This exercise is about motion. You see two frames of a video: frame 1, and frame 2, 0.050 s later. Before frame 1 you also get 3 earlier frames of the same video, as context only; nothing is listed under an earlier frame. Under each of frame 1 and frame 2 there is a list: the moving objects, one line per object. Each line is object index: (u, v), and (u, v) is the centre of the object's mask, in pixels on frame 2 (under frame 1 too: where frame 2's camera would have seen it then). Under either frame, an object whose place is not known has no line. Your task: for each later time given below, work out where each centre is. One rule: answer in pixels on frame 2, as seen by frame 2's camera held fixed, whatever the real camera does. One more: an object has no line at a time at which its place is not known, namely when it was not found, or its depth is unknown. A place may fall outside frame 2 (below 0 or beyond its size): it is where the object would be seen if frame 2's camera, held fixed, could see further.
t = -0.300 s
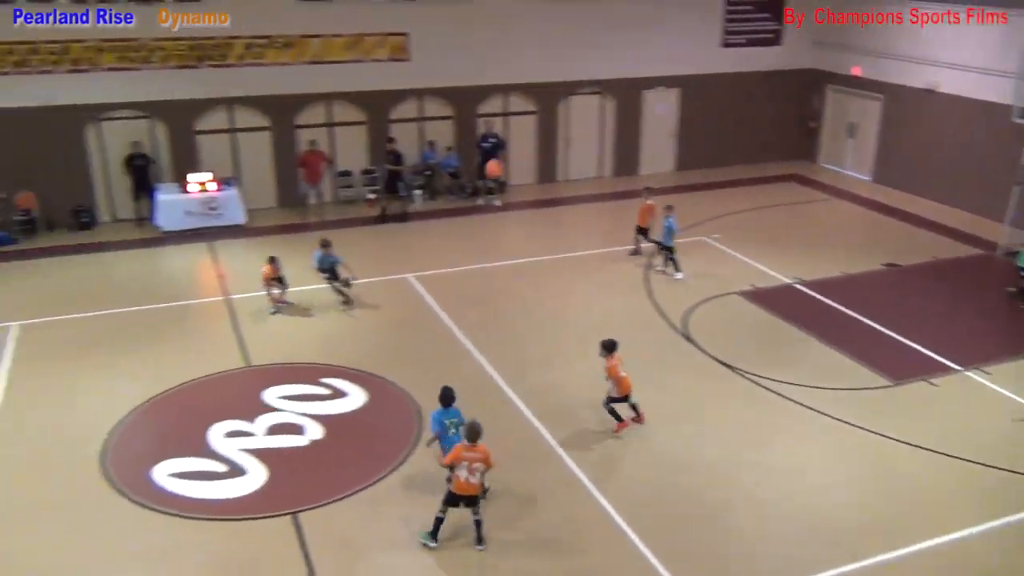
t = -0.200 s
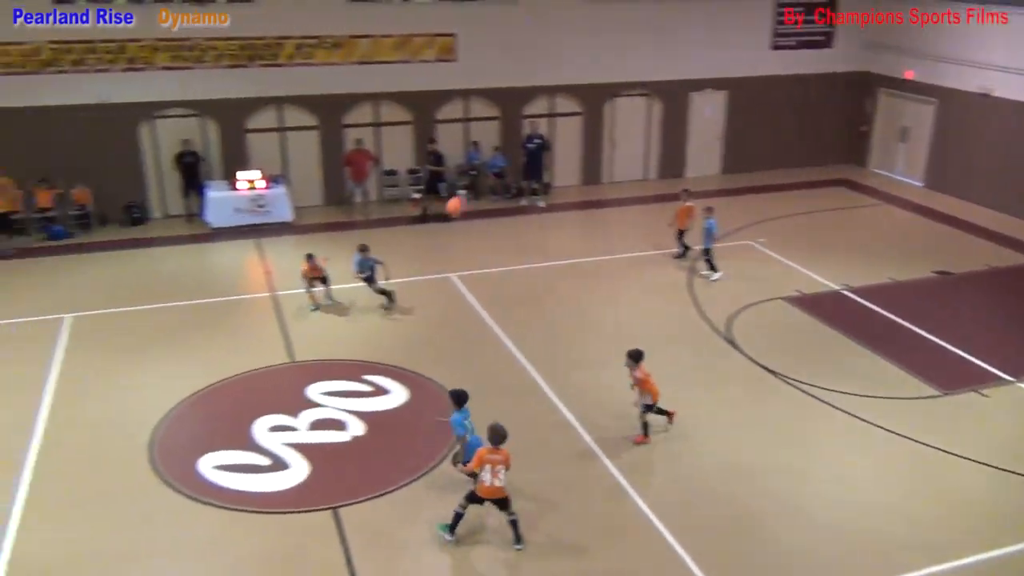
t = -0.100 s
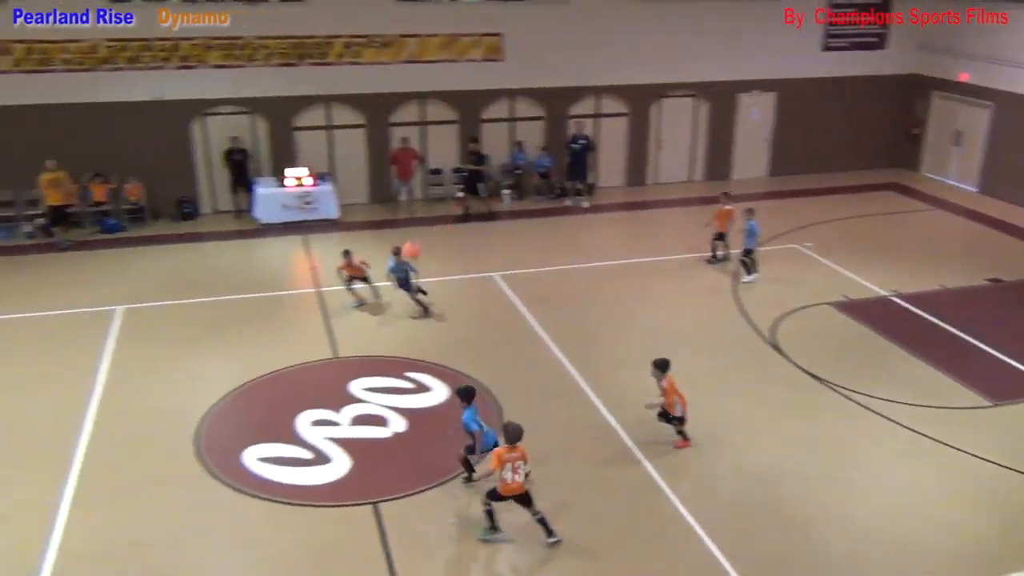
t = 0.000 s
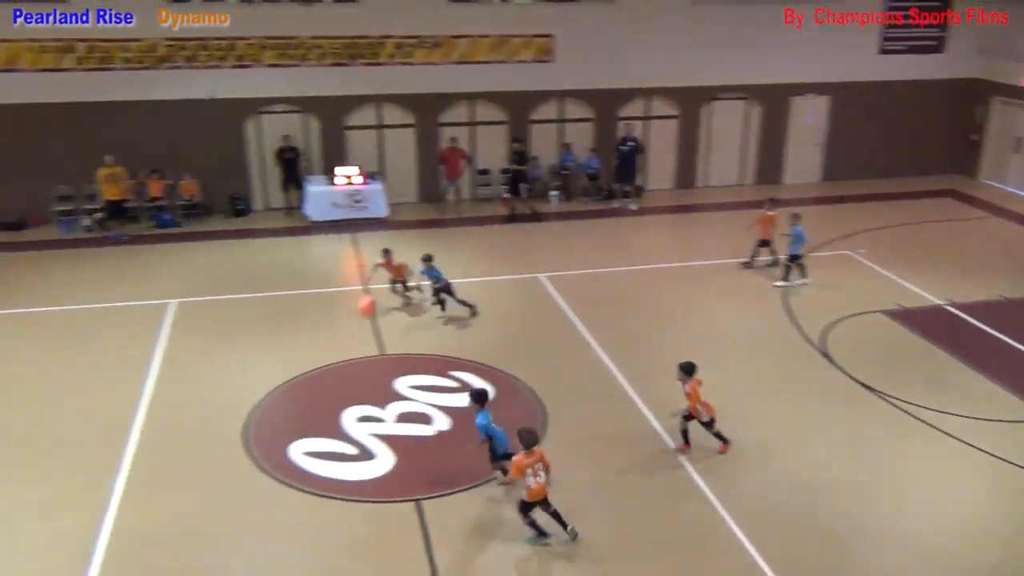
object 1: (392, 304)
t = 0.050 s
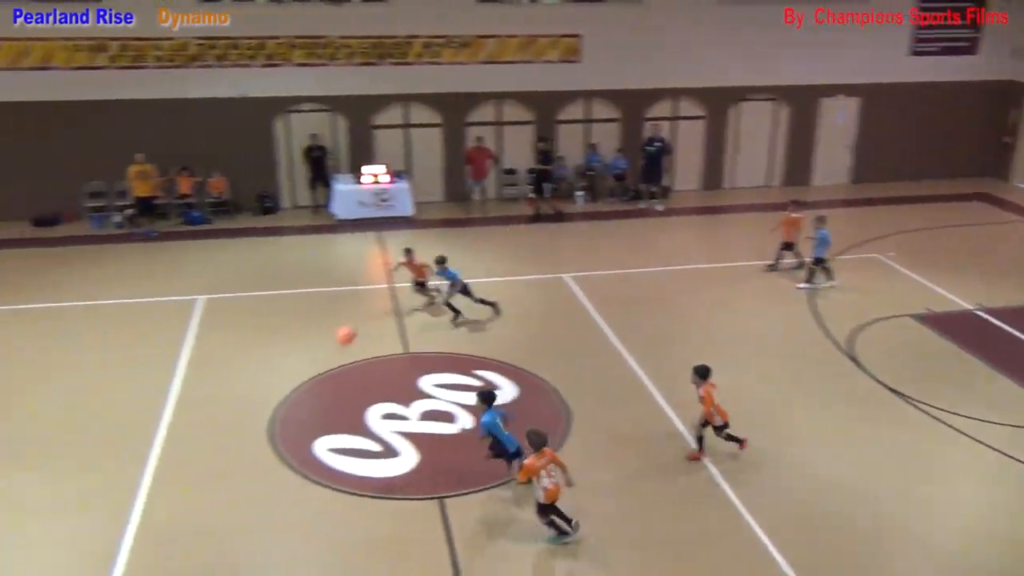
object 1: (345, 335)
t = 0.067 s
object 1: (331, 345)
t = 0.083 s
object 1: (315, 355)
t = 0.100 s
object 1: (300, 367)
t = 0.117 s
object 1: (285, 378)
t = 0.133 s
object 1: (270, 390)
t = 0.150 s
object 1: (253, 401)
